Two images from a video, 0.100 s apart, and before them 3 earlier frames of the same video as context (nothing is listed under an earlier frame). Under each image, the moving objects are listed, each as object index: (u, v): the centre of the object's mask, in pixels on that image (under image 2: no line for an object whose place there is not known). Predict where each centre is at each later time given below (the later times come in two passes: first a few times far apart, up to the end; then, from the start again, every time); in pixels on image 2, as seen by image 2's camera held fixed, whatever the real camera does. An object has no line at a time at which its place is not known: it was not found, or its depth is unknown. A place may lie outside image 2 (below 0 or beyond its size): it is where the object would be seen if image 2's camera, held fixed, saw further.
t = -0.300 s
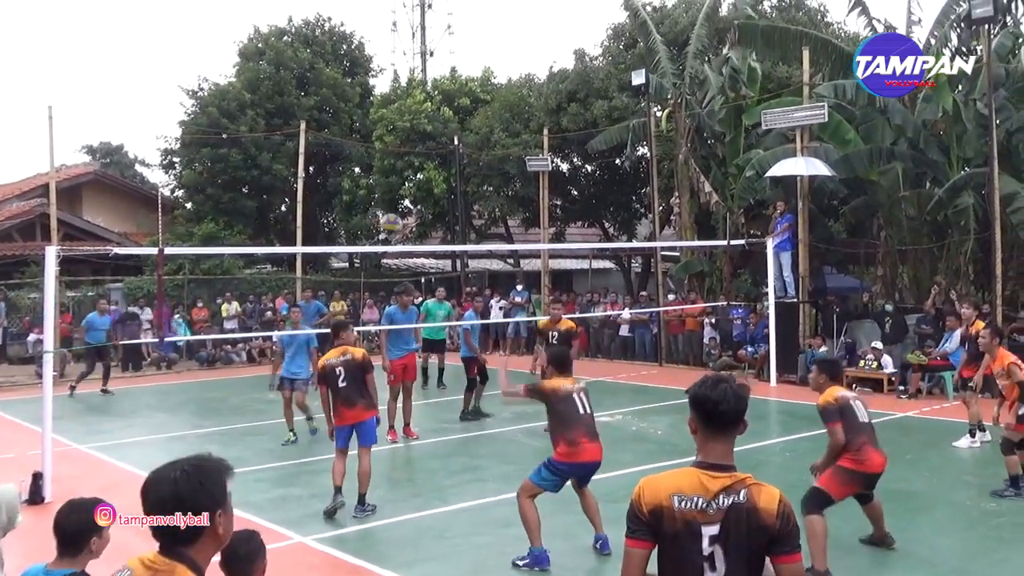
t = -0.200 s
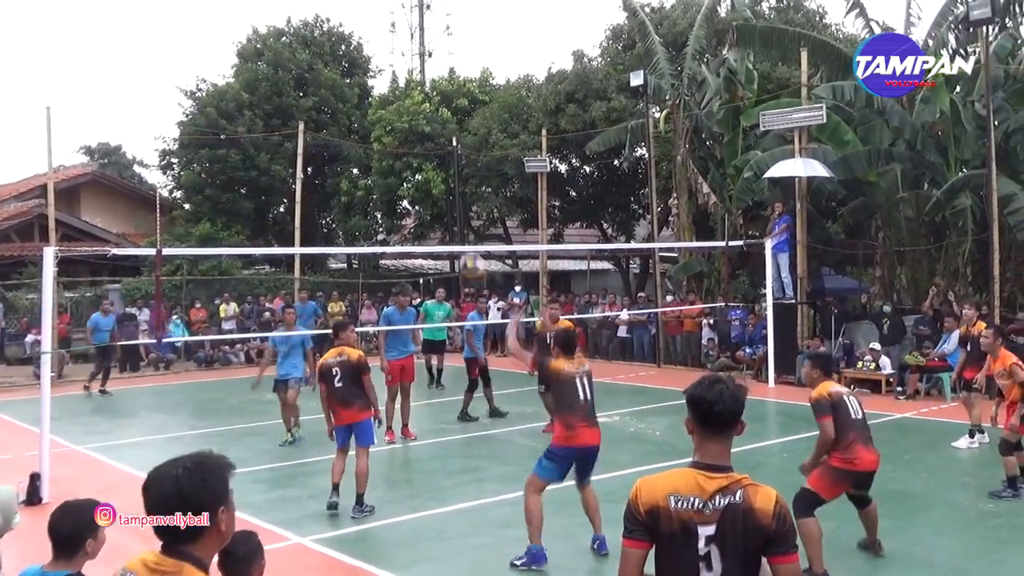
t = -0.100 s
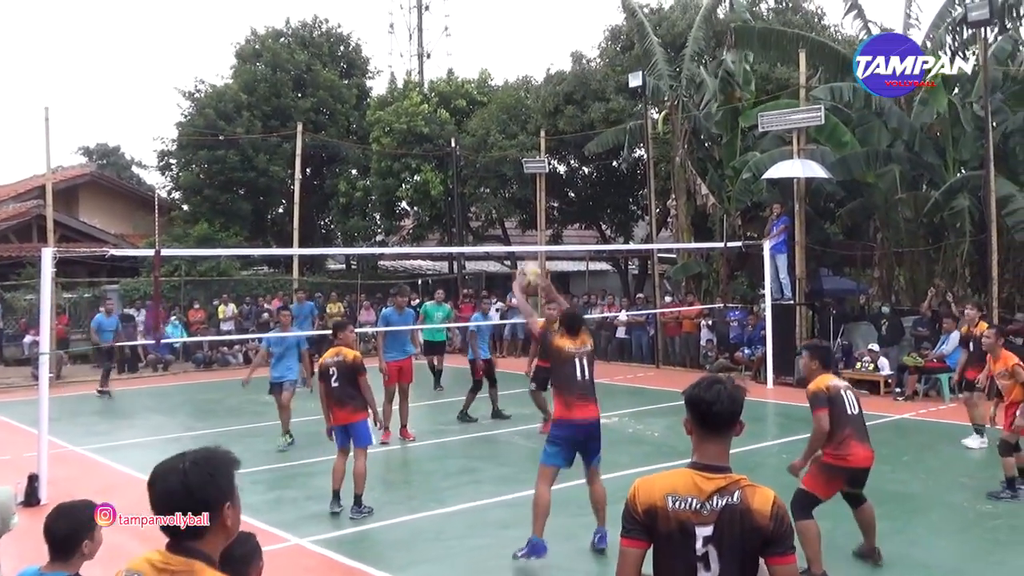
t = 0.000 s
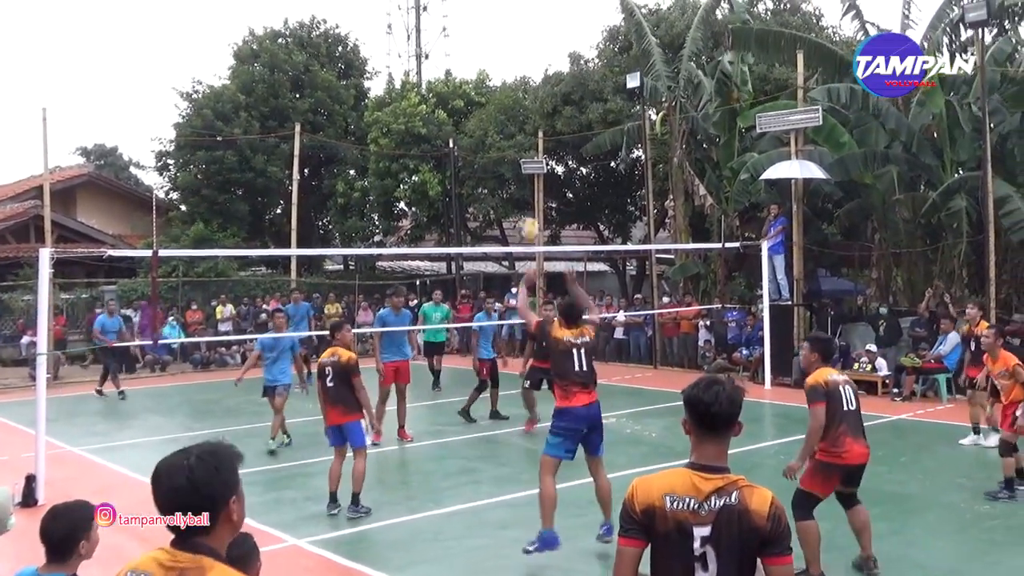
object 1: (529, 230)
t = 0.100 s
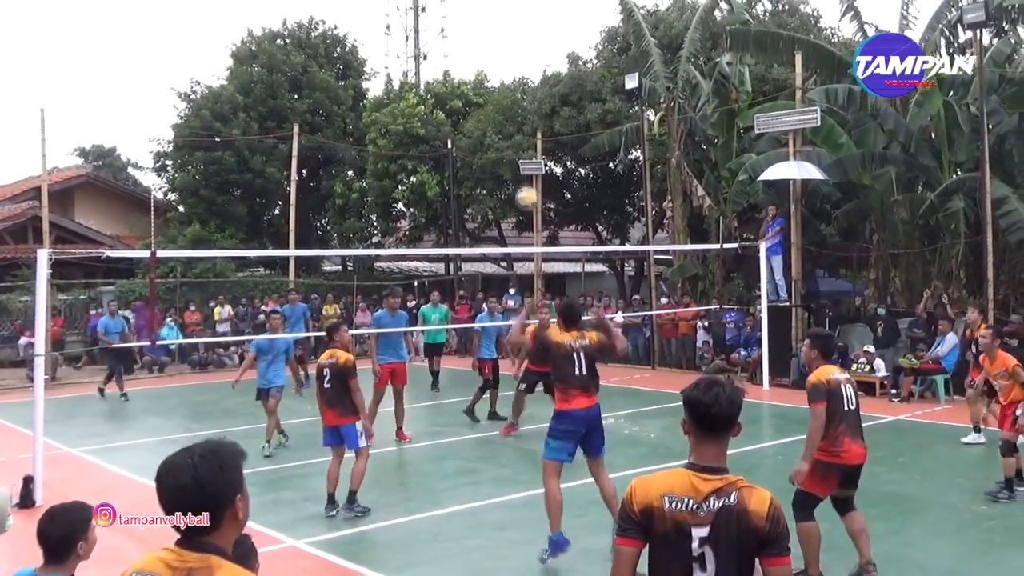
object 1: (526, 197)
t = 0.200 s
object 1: (527, 180)
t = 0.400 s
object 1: (529, 176)
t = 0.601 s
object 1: (531, 207)
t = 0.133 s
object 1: (526, 190)
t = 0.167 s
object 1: (527, 183)
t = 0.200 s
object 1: (527, 180)
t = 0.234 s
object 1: (527, 177)
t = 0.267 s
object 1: (528, 174)
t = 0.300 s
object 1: (529, 173)
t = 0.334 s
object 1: (529, 173)
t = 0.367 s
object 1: (529, 174)
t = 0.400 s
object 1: (529, 176)
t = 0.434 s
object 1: (530, 179)
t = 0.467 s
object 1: (530, 183)
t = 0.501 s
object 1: (530, 187)
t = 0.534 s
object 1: (530, 193)
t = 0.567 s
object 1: (531, 200)
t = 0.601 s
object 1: (531, 207)
